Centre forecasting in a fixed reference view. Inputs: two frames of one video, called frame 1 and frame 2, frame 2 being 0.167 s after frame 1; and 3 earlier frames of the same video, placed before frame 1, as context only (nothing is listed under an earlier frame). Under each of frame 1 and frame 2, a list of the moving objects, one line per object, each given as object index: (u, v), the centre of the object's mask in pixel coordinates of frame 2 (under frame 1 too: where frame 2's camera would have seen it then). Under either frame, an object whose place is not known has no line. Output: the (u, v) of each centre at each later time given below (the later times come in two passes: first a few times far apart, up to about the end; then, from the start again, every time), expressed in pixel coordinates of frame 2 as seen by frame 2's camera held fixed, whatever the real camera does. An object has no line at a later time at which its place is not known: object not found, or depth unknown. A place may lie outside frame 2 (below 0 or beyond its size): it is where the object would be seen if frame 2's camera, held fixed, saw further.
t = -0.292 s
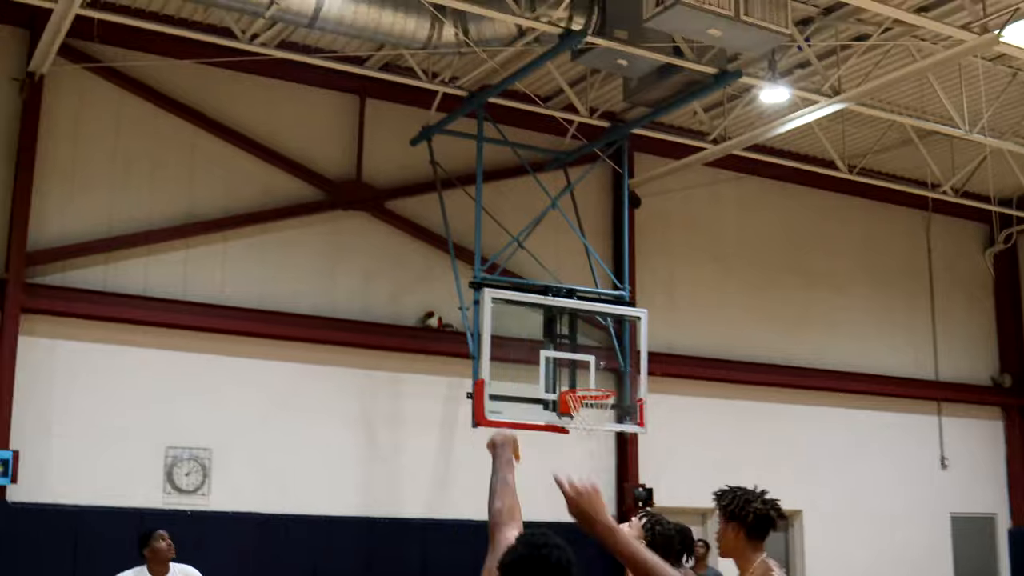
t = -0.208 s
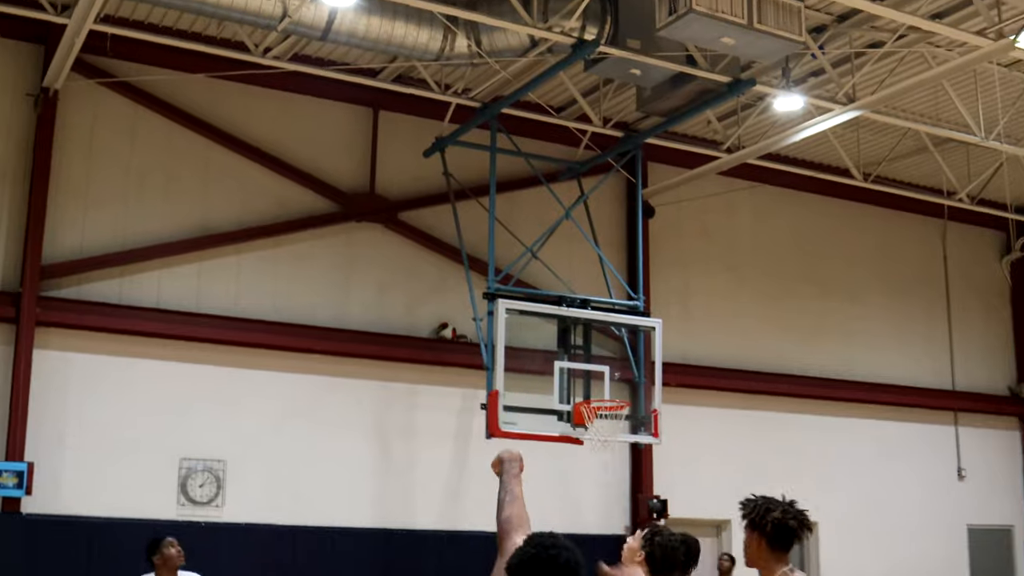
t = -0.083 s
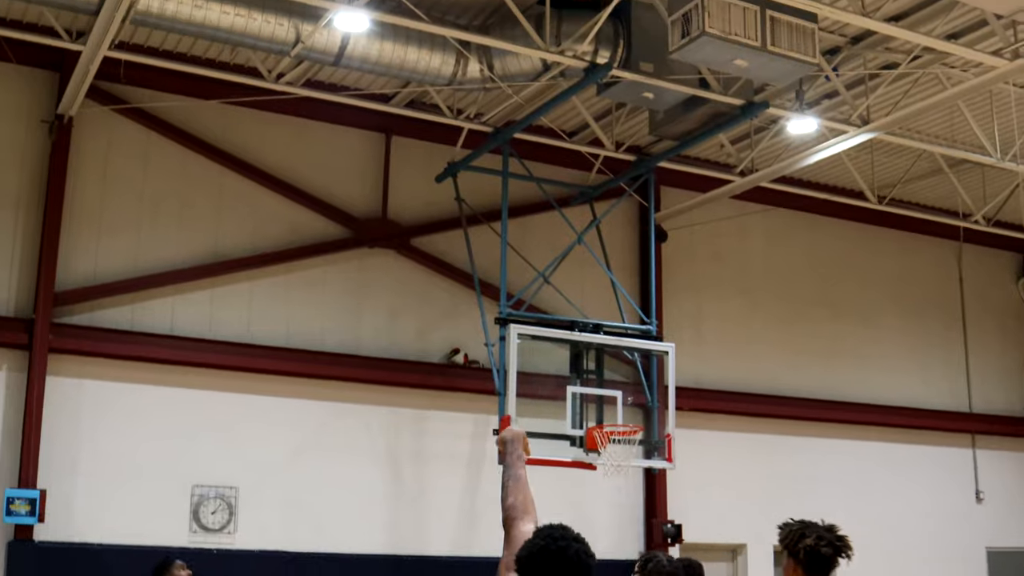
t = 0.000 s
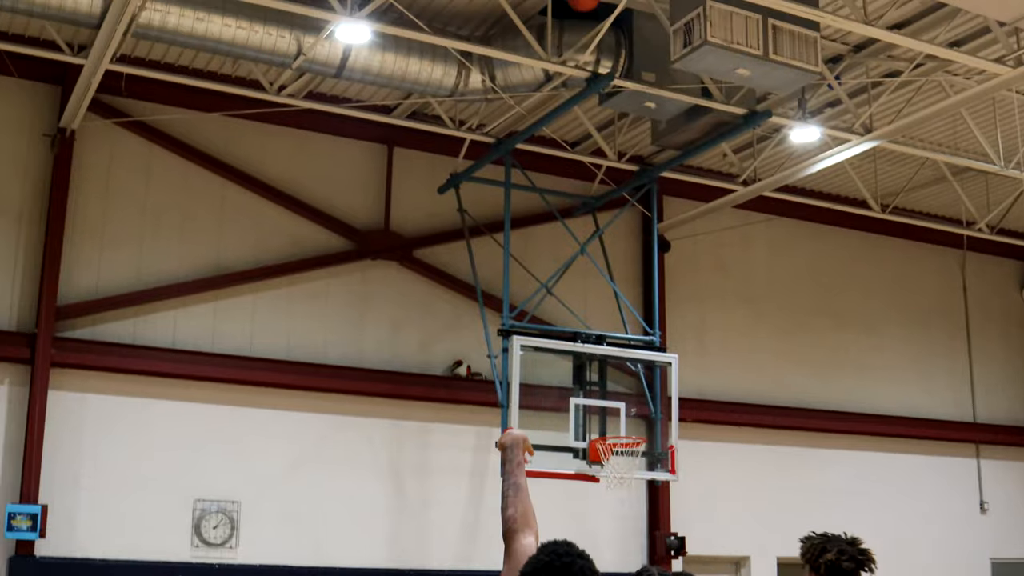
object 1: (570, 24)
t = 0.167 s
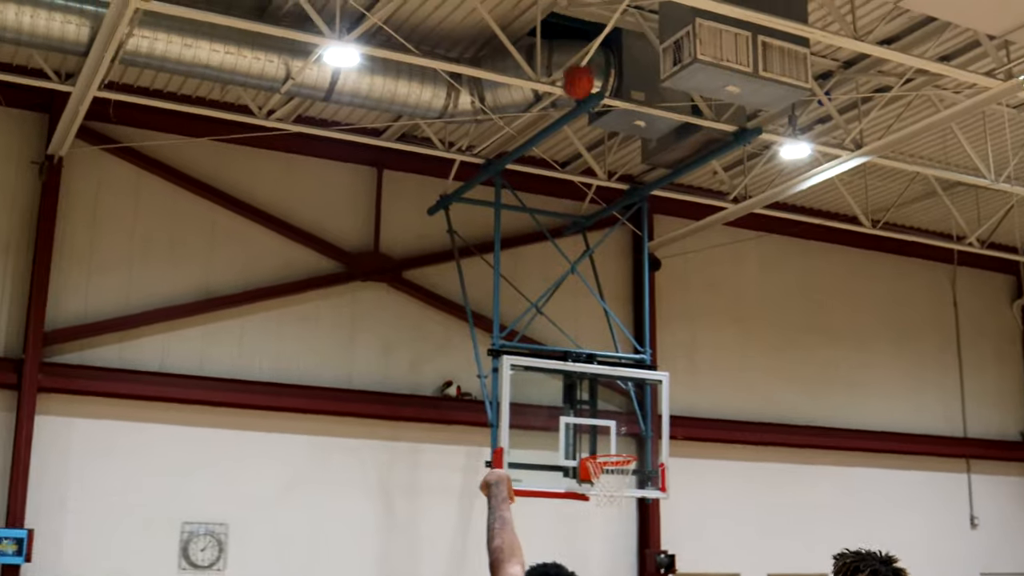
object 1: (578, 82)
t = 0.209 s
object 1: (577, 103)
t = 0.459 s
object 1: (584, 255)
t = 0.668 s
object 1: (589, 409)
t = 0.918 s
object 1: (615, 364)
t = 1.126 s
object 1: (662, 323)
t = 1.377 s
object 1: (723, 332)
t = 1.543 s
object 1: (767, 371)
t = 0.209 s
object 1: (577, 103)
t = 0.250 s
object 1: (577, 125)
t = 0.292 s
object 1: (580, 150)
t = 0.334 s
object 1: (580, 175)
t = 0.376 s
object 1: (582, 200)
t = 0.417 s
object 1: (583, 228)
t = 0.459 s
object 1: (584, 255)
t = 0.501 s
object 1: (584, 284)
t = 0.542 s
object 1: (586, 313)
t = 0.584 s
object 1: (586, 345)
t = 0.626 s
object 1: (587, 377)
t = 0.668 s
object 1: (589, 409)
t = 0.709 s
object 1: (589, 444)
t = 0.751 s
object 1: (591, 428)
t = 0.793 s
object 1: (593, 408)
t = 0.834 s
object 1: (597, 391)
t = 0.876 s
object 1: (605, 378)
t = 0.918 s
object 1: (615, 364)
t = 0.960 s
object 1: (624, 352)
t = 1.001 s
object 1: (633, 343)
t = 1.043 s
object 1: (642, 335)
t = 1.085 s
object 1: (652, 328)
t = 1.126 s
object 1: (662, 323)
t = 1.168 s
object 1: (671, 320)
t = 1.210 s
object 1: (681, 319)
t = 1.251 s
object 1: (692, 319)
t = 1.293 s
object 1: (703, 321)
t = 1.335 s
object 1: (713, 326)
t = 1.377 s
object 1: (723, 332)
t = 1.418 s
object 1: (734, 339)
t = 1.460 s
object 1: (746, 348)
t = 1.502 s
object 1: (756, 359)
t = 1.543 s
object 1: (767, 371)
